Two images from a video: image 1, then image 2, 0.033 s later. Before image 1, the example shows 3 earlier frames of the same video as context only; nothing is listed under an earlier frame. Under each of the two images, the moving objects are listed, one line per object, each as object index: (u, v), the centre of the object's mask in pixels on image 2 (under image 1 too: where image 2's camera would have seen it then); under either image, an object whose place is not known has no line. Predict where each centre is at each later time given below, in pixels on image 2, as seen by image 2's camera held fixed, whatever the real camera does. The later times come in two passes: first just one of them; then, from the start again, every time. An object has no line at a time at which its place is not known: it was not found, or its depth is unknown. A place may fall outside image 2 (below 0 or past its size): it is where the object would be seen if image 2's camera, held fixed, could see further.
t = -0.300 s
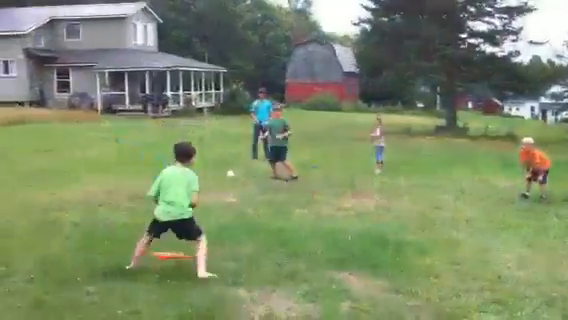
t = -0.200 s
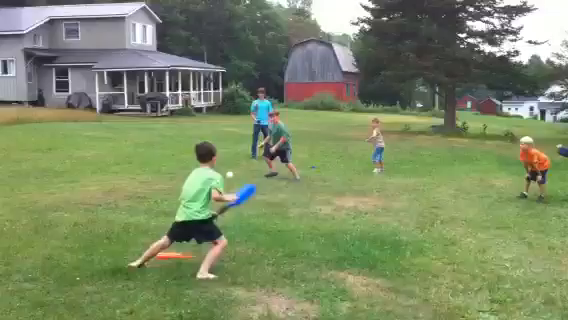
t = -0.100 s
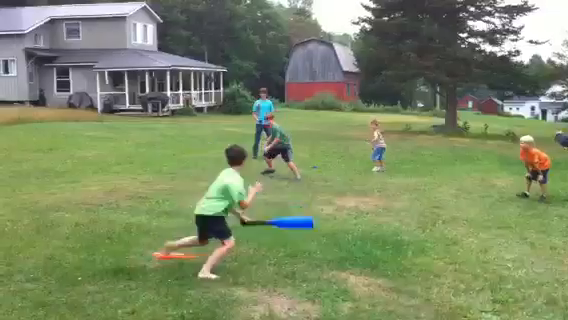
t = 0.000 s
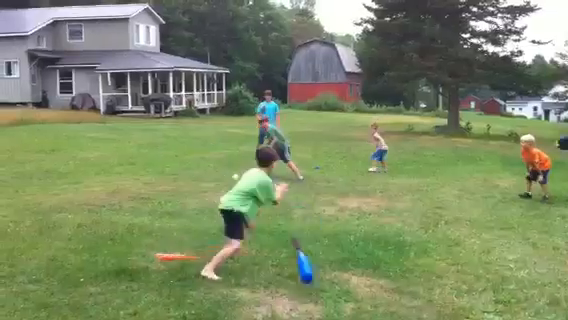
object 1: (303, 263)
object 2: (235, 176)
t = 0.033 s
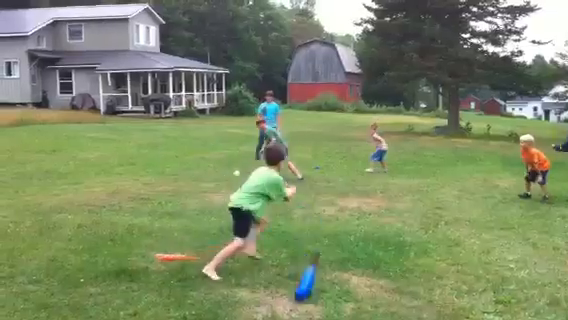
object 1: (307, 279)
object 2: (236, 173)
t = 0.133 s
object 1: (329, 296)
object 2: (239, 166)
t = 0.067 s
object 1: (316, 287)
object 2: (237, 170)
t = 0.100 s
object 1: (322, 293)
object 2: (238, 168)
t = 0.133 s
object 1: (329, 296)
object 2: (239, 166)
